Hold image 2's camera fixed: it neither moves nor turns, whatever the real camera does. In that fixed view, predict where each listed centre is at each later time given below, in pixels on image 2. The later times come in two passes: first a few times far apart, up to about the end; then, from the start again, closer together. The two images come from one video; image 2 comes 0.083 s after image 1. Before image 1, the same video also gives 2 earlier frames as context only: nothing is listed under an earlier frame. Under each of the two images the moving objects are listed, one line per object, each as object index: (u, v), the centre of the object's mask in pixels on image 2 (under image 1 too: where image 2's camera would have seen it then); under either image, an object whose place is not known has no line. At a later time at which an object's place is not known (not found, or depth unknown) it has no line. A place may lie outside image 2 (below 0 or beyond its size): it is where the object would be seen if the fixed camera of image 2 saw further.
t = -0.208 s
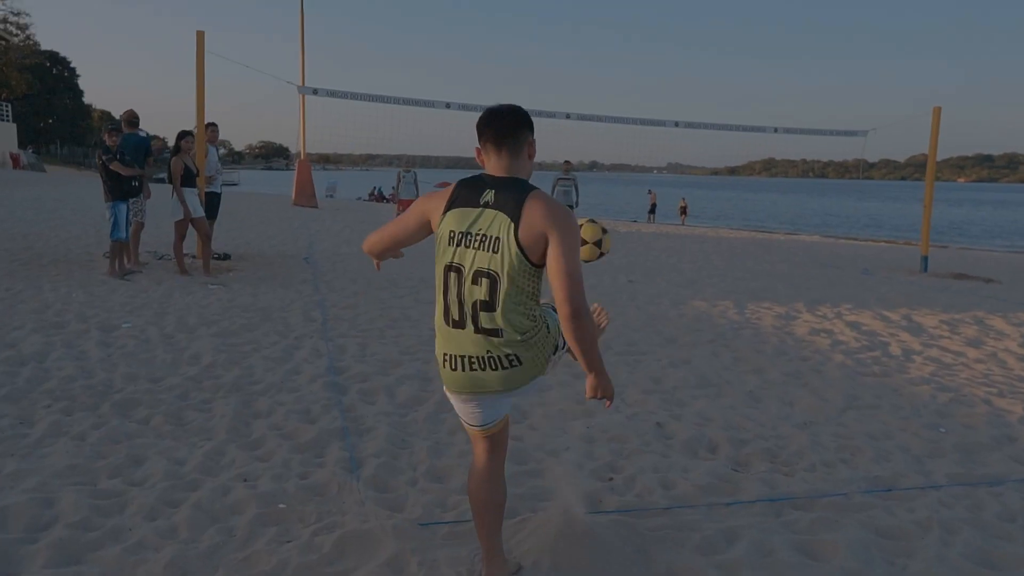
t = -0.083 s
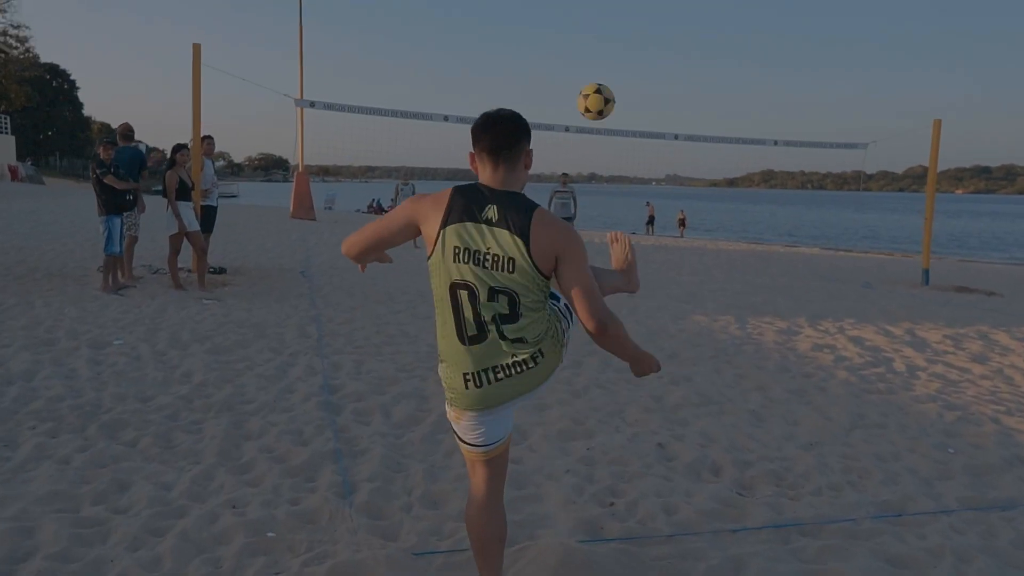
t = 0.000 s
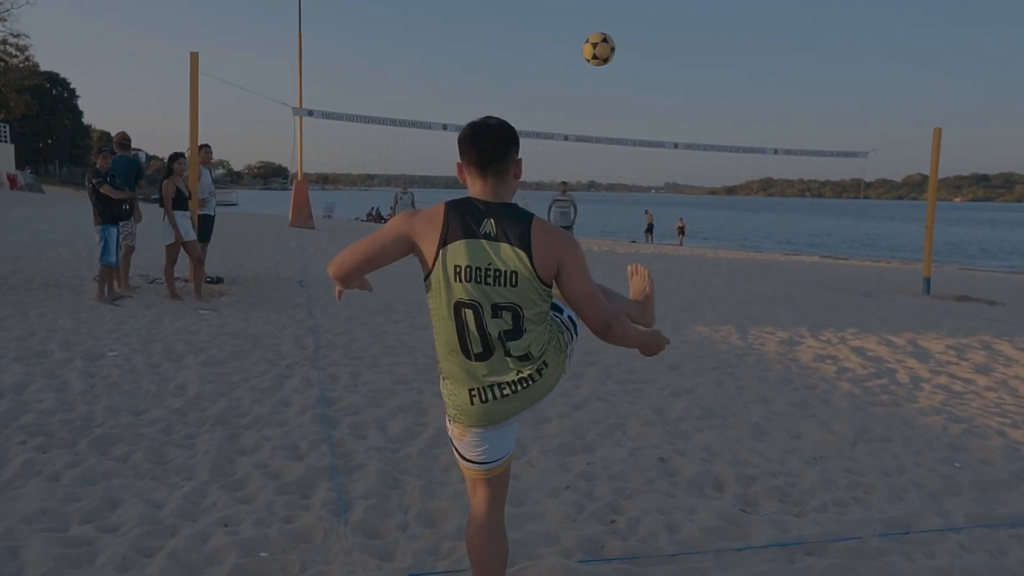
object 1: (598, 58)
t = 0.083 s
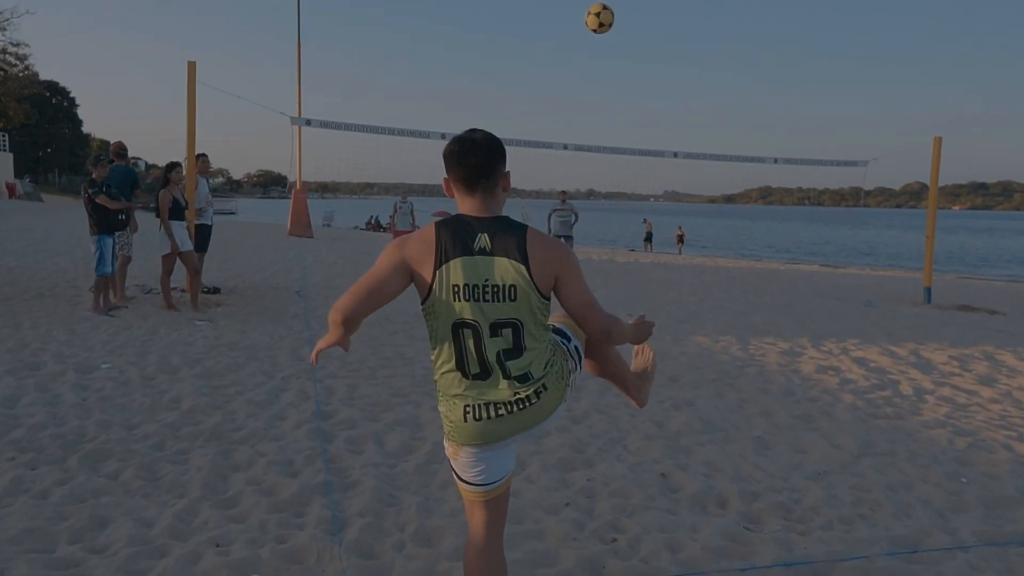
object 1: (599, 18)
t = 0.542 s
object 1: (599, 0)
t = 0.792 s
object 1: (594, 59)
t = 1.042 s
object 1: (586, 138)
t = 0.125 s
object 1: (600, 7)
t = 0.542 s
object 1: (599, 0)
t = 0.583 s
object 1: (599, 8)
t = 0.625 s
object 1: (598, 17)
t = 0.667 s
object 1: (597, 26)
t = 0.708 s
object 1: (596, 36)
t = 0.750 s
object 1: (595, 48)
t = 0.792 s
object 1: (594, 59)
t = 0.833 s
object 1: (593, 71)
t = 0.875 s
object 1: (592, 84)
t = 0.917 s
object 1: (590, 97)
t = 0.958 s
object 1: (589, 110)
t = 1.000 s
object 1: (588, 124)
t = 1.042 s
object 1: (586, 138)
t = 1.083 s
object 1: (585, 156)
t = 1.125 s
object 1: (584, 167)
